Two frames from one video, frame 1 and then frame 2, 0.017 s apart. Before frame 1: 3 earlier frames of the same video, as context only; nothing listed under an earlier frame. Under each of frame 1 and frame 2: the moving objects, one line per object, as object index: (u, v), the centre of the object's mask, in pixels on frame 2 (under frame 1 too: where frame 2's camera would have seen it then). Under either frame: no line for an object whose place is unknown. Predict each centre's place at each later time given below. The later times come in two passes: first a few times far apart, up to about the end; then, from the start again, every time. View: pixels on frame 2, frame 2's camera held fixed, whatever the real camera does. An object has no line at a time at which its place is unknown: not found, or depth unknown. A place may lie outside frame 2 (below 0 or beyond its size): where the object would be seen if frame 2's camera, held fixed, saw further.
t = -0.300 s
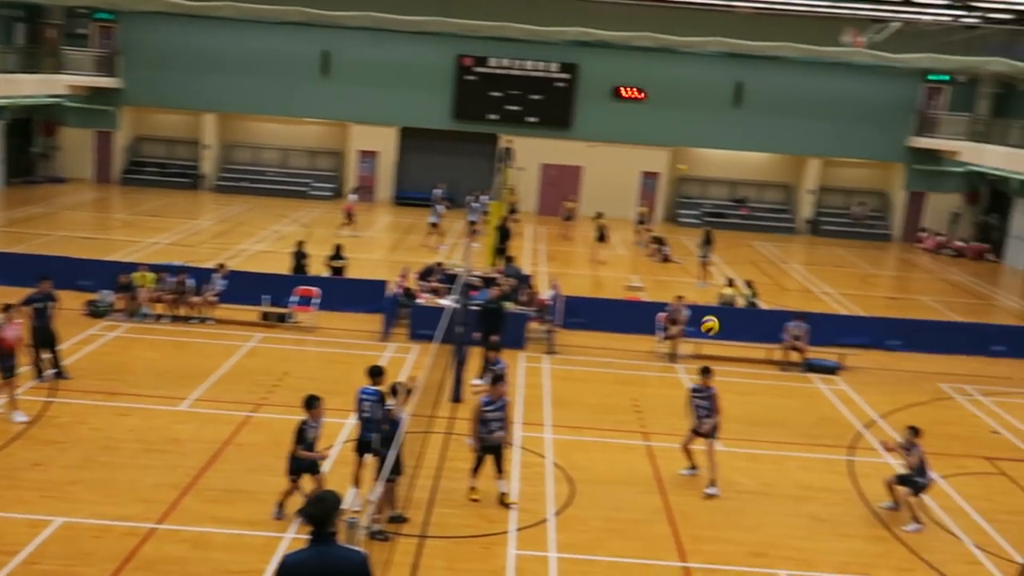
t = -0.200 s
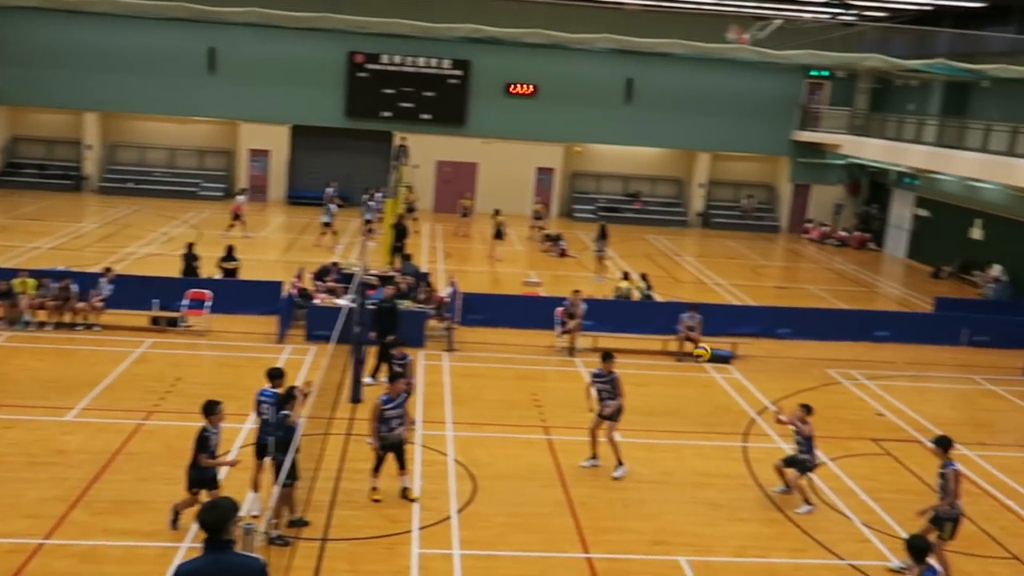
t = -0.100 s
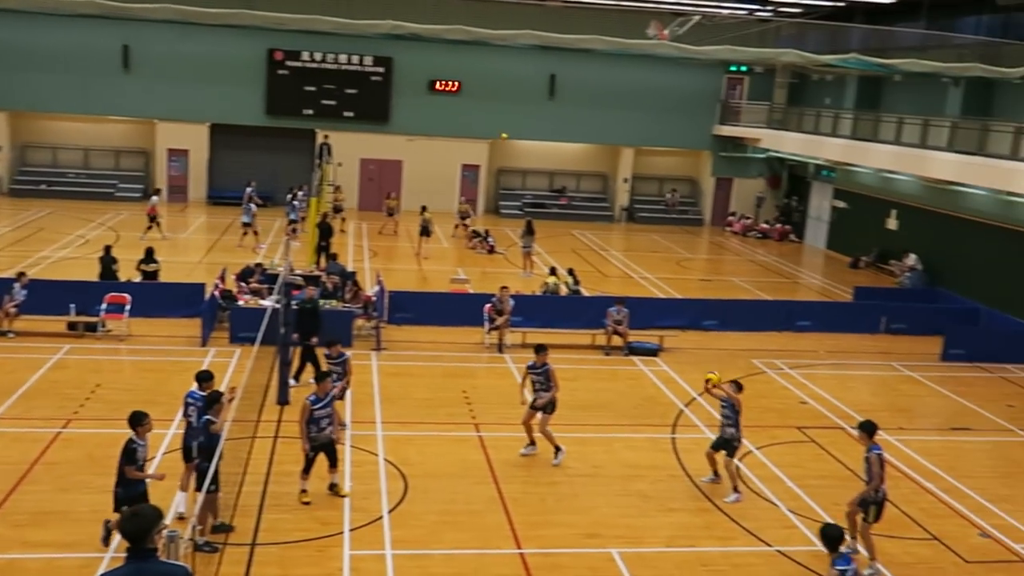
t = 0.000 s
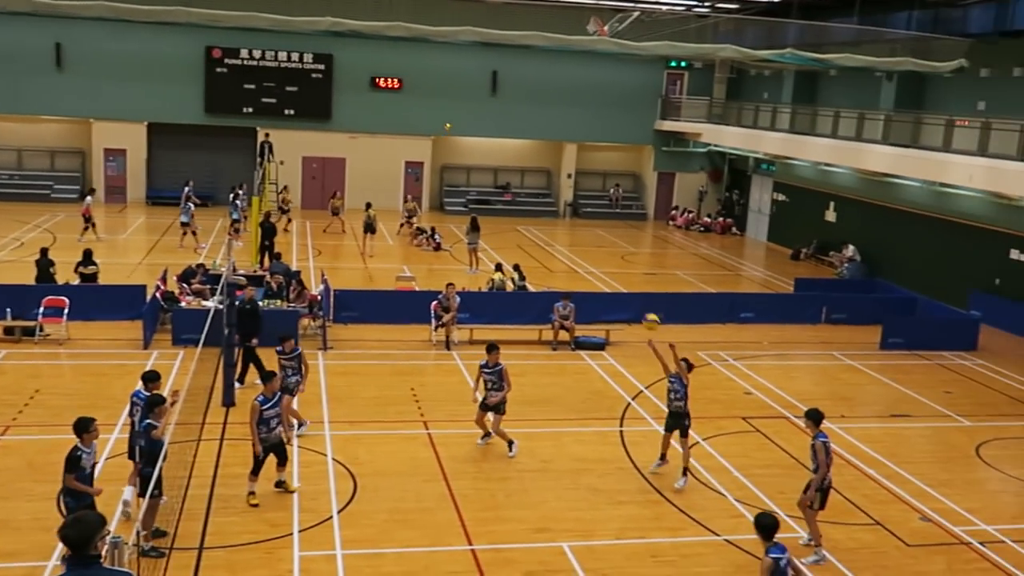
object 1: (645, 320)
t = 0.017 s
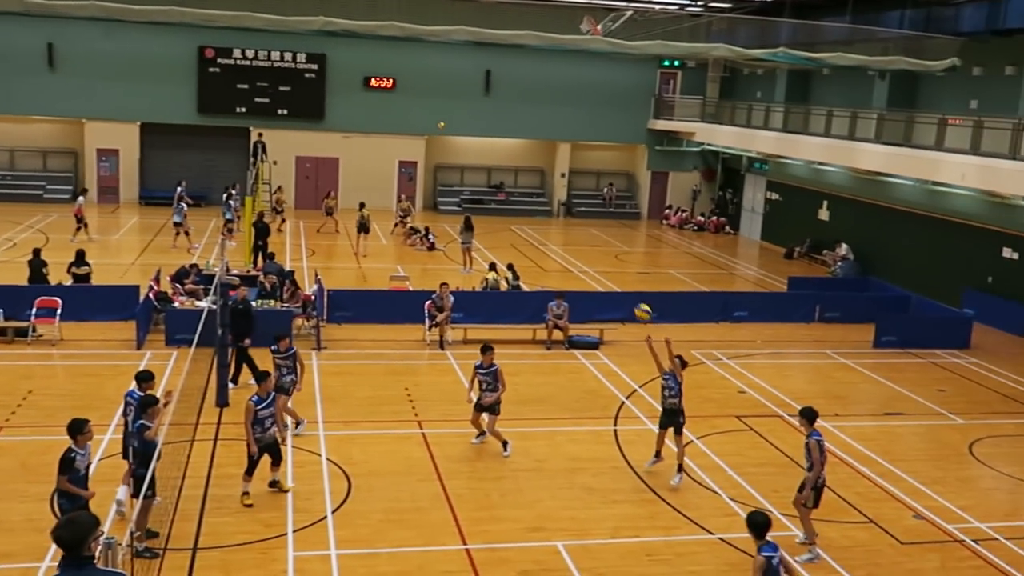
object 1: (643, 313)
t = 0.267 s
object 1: (607, 203)
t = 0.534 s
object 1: (560, 132)
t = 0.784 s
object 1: (509, 117)
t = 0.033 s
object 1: (640, 304)
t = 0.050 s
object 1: (638, 296)
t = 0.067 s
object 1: (636, 288)
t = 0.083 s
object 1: (634, 279)
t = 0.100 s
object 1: (631, 270)
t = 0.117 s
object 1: (629, 262)
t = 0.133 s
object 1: (626, 255)
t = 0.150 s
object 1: (624, 248)
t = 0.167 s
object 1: (622, 242)
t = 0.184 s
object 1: (620, 235)
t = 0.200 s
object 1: (617, 228)
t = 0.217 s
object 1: (614, 222)
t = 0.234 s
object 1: (612, 216)
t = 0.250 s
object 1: (609, 210)
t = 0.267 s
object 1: (607, 203)
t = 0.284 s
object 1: (605, 198)
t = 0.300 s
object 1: (602, 192)
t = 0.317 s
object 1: (599, 186)
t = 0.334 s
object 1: (597, 181)
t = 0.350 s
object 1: (594, 176)
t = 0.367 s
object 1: (591, 171)
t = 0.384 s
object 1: (588, 166)
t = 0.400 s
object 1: (585, 160)
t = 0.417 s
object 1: (582, 156)
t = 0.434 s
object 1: (579, 151)
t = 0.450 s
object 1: (576, 147)
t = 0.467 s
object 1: (573, 144)
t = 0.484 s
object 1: (570, 141)
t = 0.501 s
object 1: (566, 138)
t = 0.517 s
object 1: (564, 135)
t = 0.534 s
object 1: (560, 132)
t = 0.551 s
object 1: (557, 130)
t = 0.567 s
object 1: (554, 127)
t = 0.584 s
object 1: (550, 125)
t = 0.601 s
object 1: (547, 123)
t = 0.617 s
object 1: (544, 121)
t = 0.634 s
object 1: (540, 119)
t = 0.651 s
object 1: (537, 118)
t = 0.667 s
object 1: (534, 117)
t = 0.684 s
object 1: (530, 116)
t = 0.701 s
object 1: (526, 116)
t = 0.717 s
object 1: (523, 116)
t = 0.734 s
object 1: (520, 115)
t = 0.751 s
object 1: (516, 116)
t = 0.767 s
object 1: (512, 116)
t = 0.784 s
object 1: (509, 117)
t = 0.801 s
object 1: (505, 118)
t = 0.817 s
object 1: (501, 119)
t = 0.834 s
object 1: (498, 121)
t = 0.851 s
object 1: (493, 123)
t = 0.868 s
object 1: (490, 125)
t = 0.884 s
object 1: (486, 127)
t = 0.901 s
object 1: (482, 129)
